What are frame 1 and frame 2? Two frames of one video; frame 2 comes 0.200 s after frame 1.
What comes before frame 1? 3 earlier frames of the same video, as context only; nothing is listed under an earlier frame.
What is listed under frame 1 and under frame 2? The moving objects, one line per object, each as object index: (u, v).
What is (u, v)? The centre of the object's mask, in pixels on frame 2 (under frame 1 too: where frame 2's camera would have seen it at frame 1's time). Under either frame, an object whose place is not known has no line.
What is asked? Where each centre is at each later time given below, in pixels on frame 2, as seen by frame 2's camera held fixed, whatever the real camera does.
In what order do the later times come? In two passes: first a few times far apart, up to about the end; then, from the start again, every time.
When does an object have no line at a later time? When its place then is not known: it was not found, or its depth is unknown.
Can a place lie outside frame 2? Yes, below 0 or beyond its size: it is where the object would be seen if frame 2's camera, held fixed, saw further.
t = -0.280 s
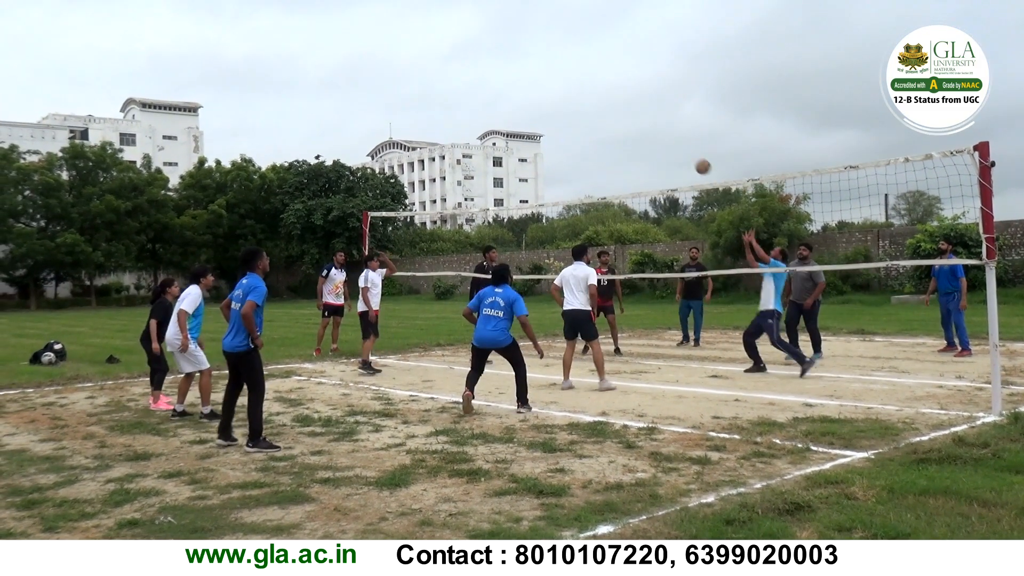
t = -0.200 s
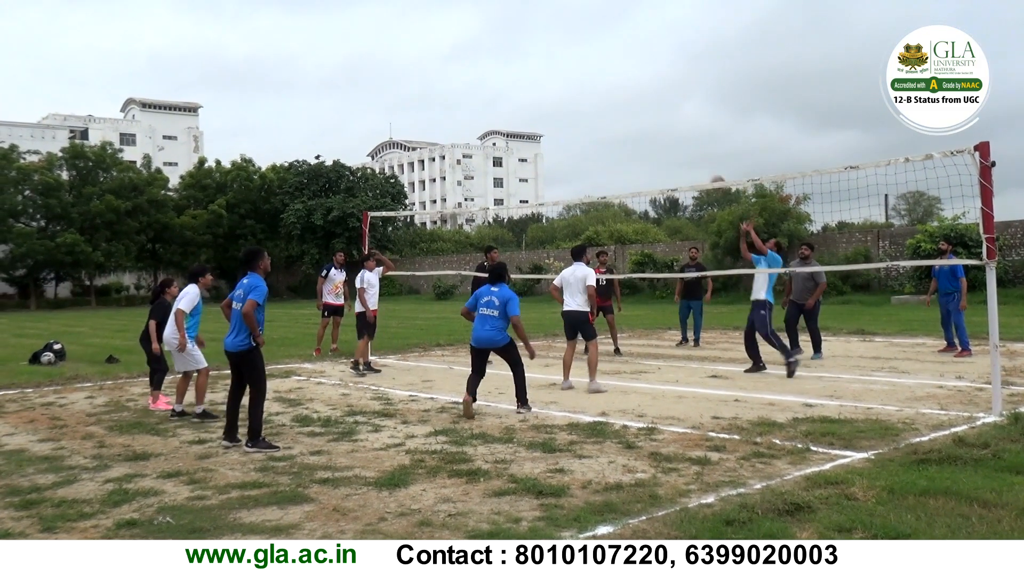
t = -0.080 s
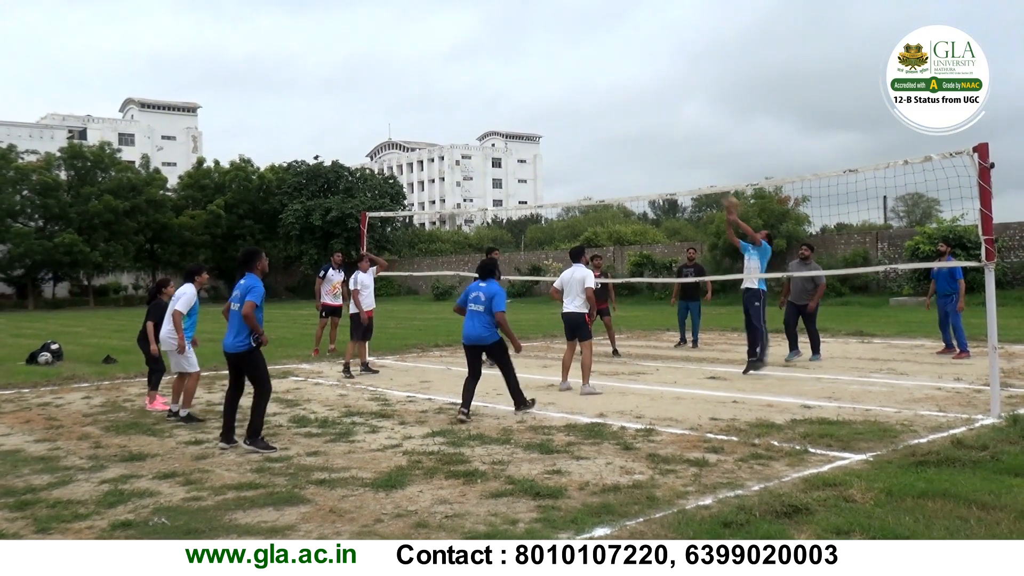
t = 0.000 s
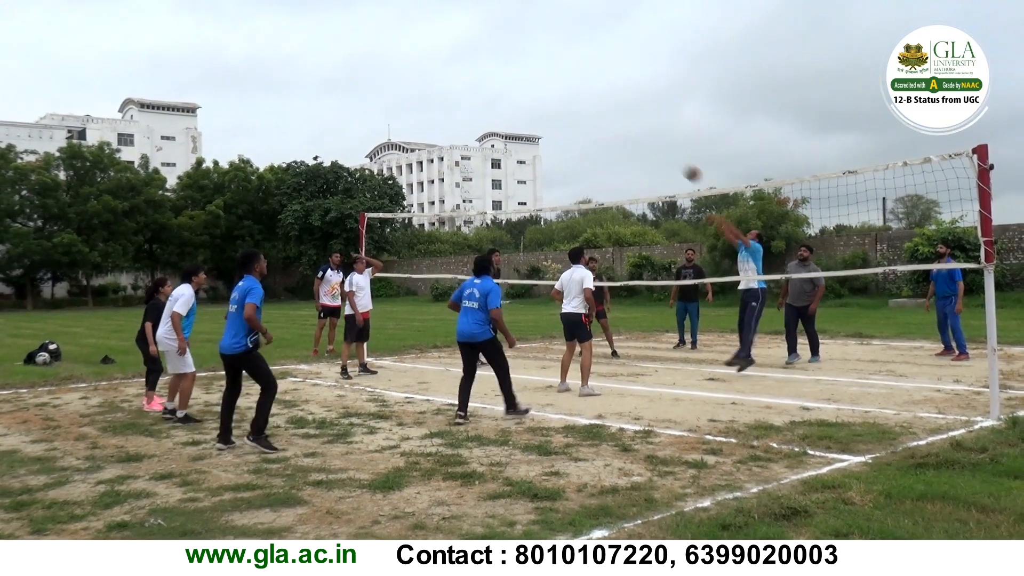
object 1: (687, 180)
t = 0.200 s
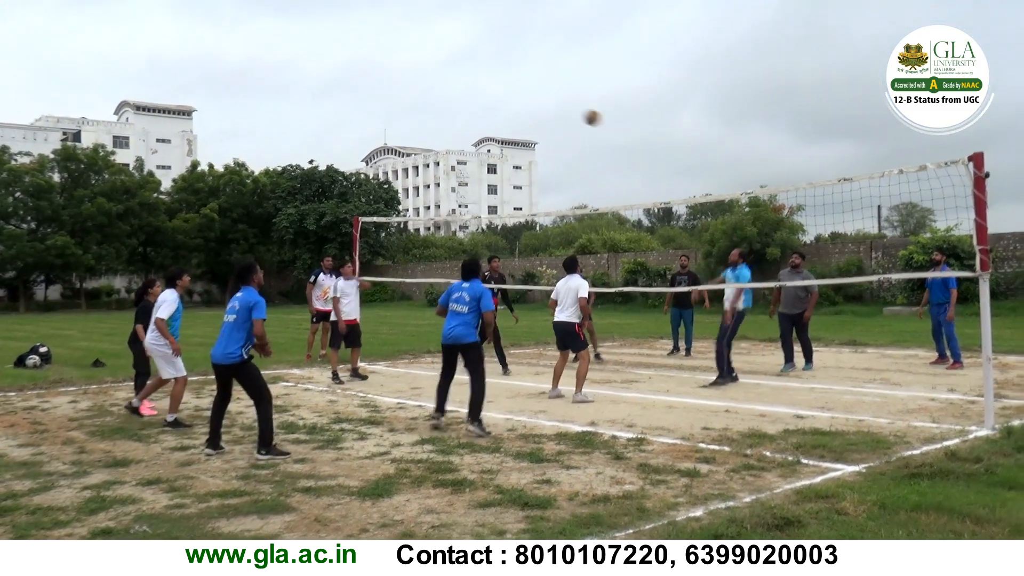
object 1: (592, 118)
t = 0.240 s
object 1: (572, 109)
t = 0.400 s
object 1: (493, 83)
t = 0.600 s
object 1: (390, 81)
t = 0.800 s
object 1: (284, 111)
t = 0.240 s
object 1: (572, 109)
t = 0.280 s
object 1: (552, 100)
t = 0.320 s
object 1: (533, 93)
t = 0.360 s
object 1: (513, 88)
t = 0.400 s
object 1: (493, 83)
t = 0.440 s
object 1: (473, 80)
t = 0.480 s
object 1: (453, 78)
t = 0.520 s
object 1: (432, 78)
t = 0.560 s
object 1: (411, 79)
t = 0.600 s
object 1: (390, 81)
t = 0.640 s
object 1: (370, 84)
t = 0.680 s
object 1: (348, 89)
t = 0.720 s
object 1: (327, 95)
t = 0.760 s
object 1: (305, 102)
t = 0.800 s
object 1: (284, 111)
